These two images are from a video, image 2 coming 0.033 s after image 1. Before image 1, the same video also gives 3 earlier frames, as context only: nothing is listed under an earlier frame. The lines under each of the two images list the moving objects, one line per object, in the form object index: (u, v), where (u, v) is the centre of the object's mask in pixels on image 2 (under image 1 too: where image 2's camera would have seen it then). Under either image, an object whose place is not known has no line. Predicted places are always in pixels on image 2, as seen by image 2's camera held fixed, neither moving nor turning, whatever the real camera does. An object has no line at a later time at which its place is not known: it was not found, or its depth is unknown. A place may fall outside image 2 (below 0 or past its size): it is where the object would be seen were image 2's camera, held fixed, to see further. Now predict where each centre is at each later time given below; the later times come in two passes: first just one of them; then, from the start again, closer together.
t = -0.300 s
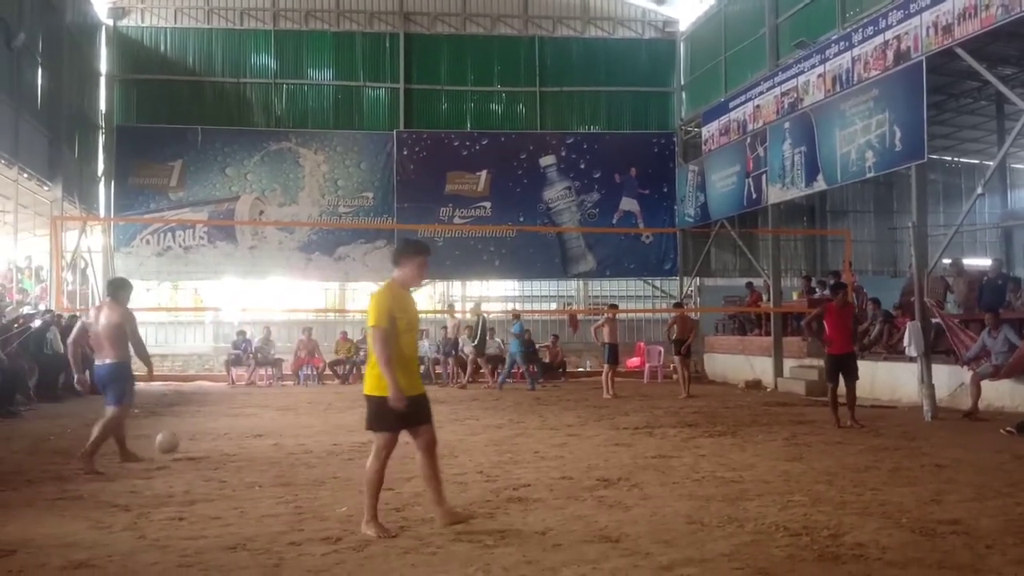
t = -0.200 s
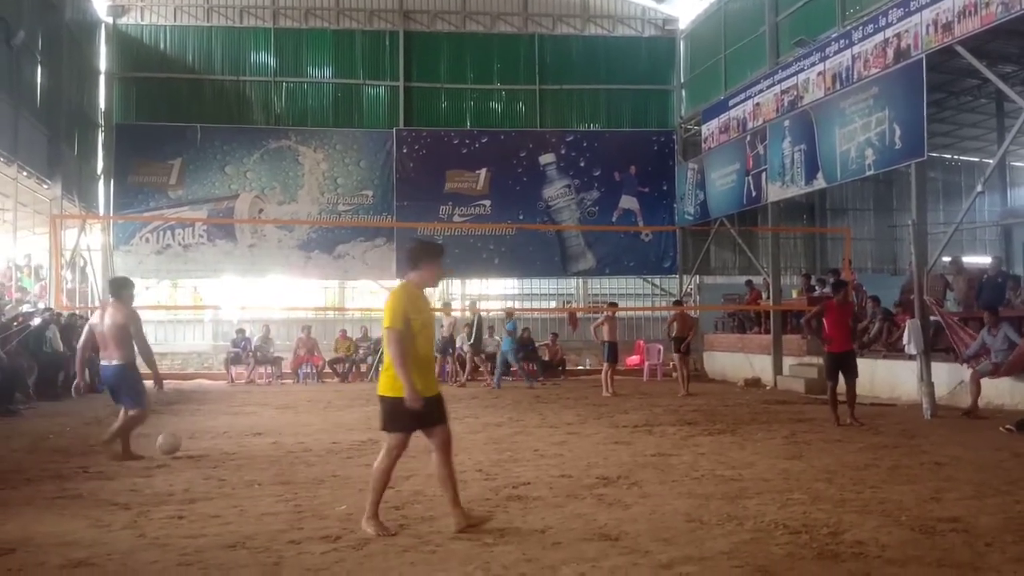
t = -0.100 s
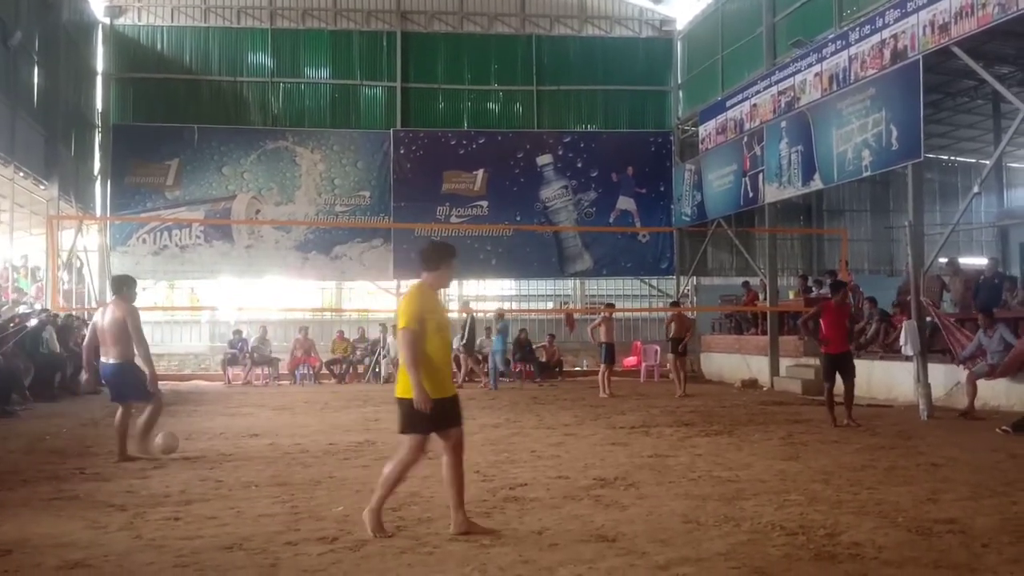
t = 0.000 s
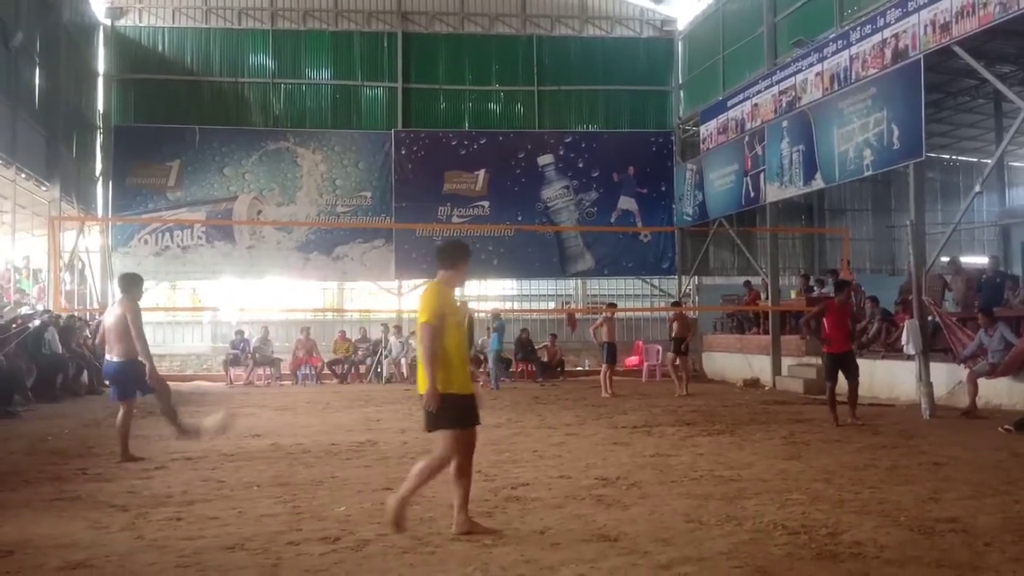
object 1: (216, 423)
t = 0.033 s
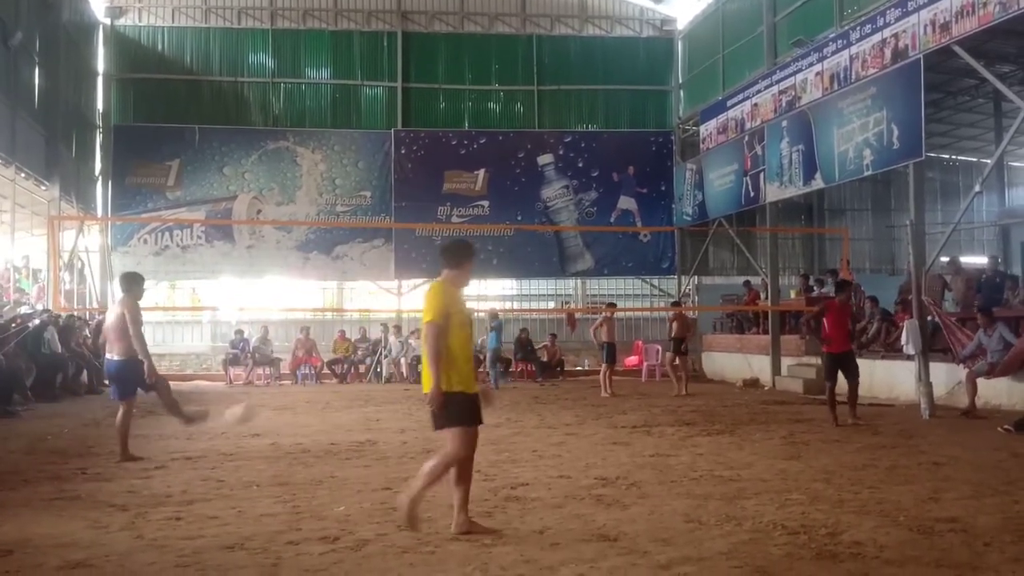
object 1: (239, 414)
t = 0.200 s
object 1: (328, 392)
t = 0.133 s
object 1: (295, 398)
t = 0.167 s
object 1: (313, 394)
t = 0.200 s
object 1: (328, 392)
